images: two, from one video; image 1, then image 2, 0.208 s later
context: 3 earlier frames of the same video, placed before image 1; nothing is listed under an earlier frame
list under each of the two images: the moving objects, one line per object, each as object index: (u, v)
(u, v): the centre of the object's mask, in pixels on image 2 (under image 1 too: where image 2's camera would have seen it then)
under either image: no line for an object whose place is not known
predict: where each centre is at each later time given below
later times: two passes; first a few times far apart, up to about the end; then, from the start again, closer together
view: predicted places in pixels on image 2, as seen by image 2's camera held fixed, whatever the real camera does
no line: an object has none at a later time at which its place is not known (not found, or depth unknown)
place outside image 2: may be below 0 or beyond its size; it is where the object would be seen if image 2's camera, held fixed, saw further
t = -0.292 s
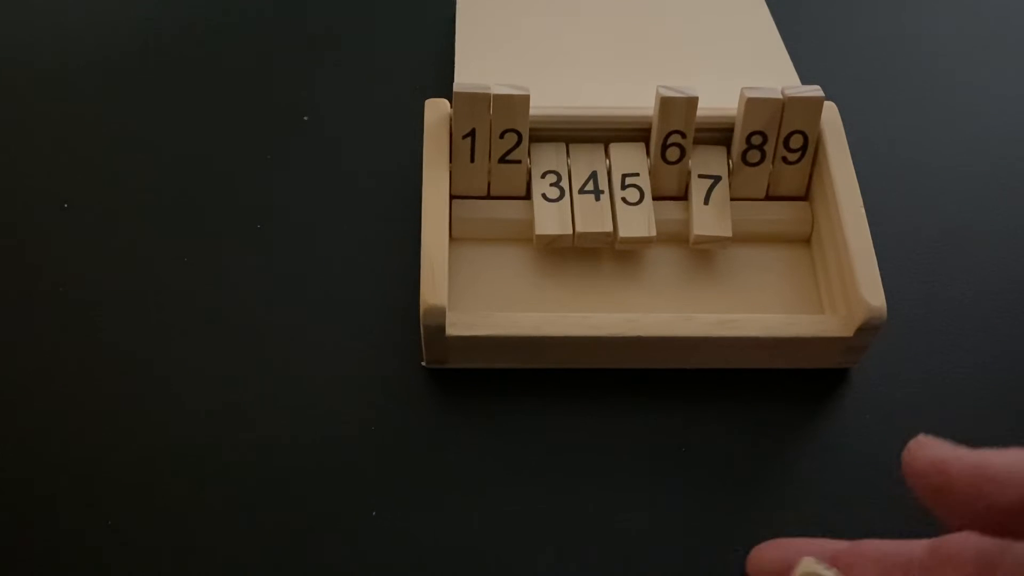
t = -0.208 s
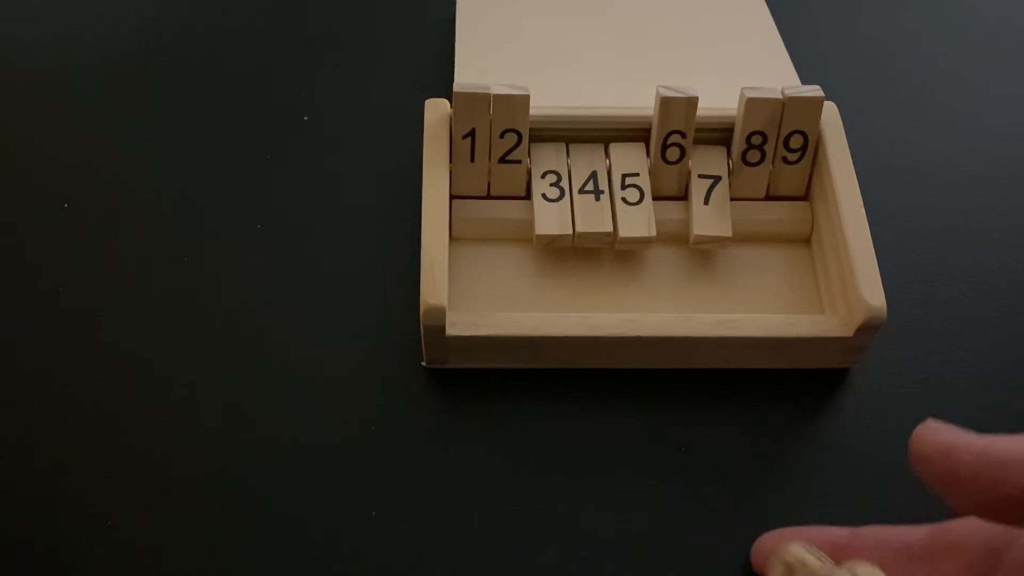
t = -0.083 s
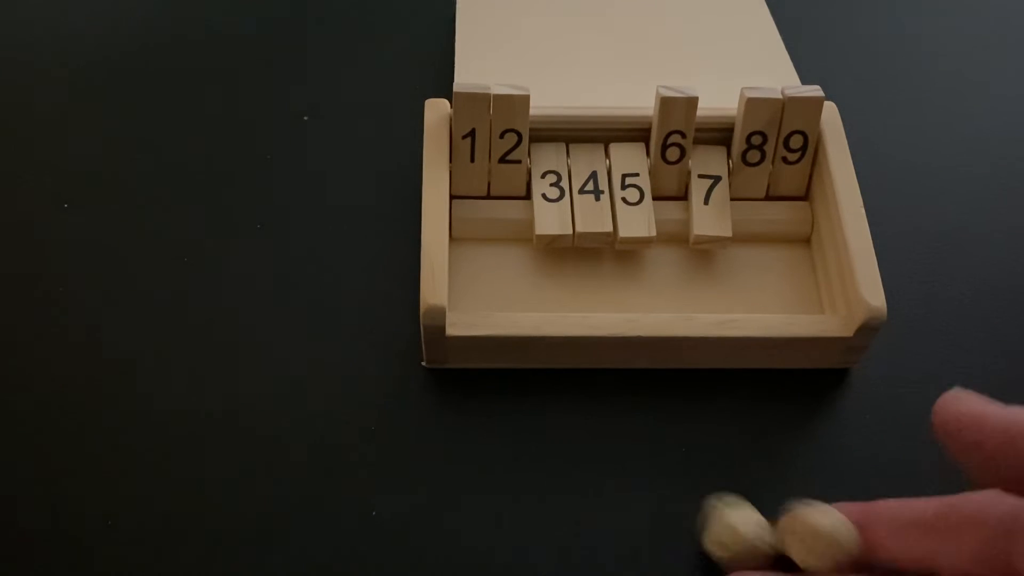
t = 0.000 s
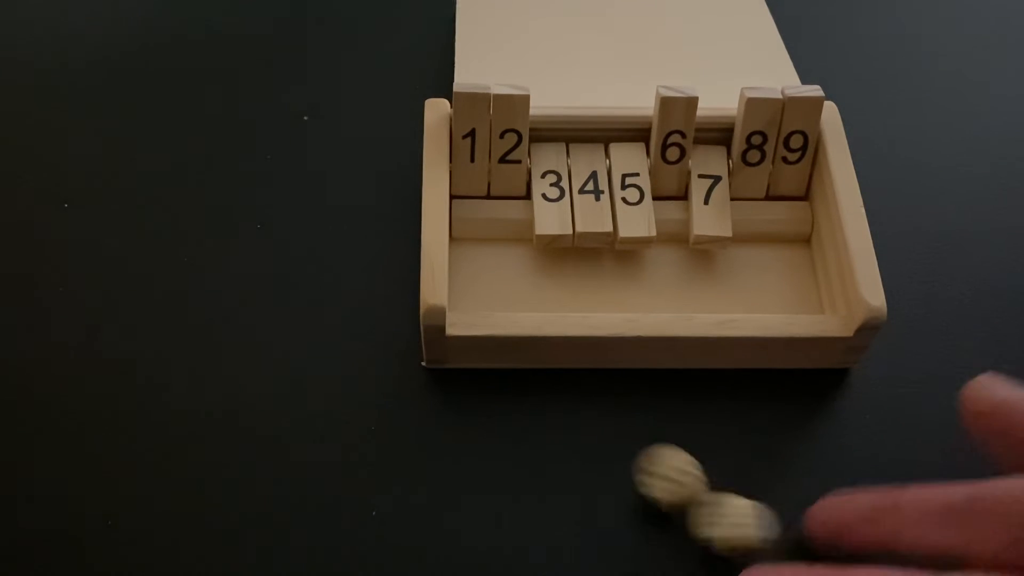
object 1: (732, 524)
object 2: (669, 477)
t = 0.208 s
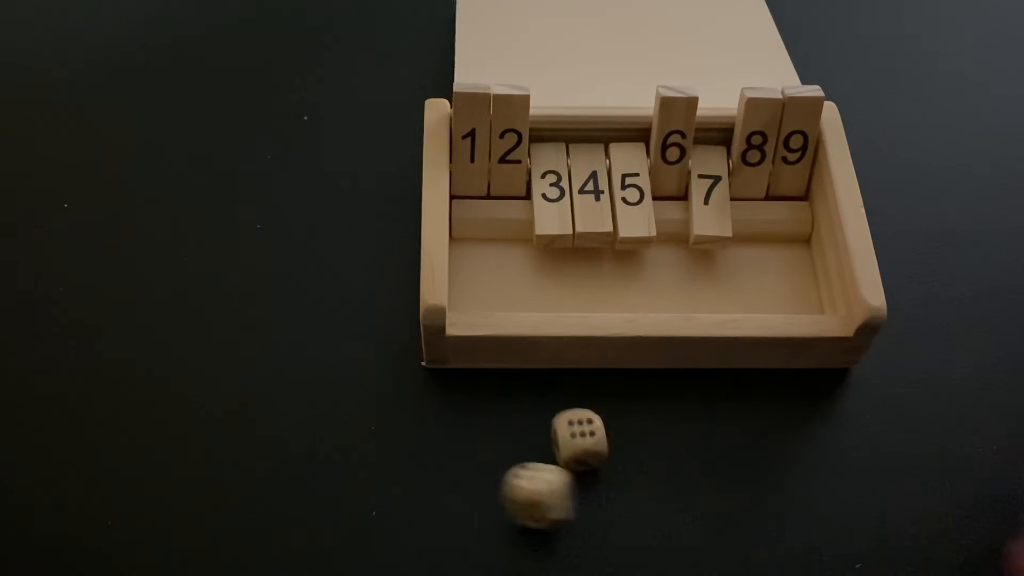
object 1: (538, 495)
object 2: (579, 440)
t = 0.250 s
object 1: (515, 492)
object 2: (578, 439)
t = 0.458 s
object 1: (466, 516)
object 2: (578, 440)
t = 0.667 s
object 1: (466, 516)
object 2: (578, 439)
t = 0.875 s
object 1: (466, 516)
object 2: (578, 439)
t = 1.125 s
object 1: (466, 516)
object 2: (578, 439)
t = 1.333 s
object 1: (466, 516)
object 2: (578, 439)
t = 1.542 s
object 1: (466, 516)
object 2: (578, 439)
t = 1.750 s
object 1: (467, 516)
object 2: (579, 439)
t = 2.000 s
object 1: (466, 516)
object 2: (579, 439)
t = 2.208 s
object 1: (466, 516)
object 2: (579, 439)
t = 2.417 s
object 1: (466, 516)
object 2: (579, 439)
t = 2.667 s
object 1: (466, 516)
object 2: (579, 439)
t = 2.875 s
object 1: (467, 516)
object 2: (579, 439)
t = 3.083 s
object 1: (466, 516)
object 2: (578, 439)
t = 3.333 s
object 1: (466, 516)
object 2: (578, 439)
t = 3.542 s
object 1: (466, 516)
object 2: (578, 439)
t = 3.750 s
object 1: (466, 516)
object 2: (578, 439)
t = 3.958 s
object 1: (466, 516)
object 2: (578, 439)
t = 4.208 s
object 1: (466, 516)
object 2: (578, 439)
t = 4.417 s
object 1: (466, 516)
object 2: (578, 439)
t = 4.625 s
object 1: (466, 516)
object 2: (578, 439)
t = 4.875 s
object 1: (466, 516)
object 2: (578, 439)
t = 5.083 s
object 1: (466, 516)
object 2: (578, 439)
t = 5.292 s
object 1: (466, 516)
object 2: (578, 439)
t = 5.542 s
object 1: (466, 516)
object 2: (578, 439)
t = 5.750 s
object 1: (466, 516)
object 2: (579, 439)
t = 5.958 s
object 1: (466, 516)
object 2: (578, 439)
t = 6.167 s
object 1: (466, 516)
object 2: (578, 439)
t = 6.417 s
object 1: (466, 516)
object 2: (578, 439)
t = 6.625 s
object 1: (466, 516)
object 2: (578, 439)
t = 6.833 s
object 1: (466, 516)
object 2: (578, 440)
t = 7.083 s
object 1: (466, 516)
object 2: (579, 439)
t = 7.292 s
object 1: (466, 516)
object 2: (579, 439)
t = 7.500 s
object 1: (466, 516)
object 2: (578, 439)
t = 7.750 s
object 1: (466, 516)
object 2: (579, 439)
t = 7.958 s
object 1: (466, 516)
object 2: (578, 439)
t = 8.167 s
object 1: (466, 516)
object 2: (579, 439)
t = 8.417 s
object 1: (466, 516)
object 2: (578, 439)
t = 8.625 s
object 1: (466, 516)
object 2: (578, 439)
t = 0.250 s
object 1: (515, 492)
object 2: (578, 439)
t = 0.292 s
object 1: (497, 494)
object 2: (578, 439)
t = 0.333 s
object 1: (482, 504)
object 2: (578, 440)
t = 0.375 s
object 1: (474, 512)
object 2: (579, 439)
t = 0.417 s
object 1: (467, 516)
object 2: (578, 439)
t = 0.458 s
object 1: (466, 516)
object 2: (578, 440)
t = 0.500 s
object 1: (466, 516)
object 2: (578, 439)
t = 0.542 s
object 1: (466, 516)
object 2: (578, 439)
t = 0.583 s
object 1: (466, 516)
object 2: (578, 439)
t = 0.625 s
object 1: (466, 516)
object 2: (579, 439)
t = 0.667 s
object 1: (466, 516)
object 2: (578, 439)
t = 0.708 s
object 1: (466, 516)
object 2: (578, 439)
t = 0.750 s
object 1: (466, 516)
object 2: (578, 439)
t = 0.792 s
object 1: (466, 516)
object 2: (578, 439)
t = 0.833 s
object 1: (466, 516)
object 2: (578, 439)
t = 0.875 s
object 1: (466, 516)
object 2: (578, 439)
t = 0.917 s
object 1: (466, 516)
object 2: (578, 439)
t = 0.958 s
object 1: (466, 516)
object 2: (579, 439)
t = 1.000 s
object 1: (466, 516)
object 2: (578, 439)
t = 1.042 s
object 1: (466, 516)
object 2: (578, 439)
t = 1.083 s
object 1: (466, 516)
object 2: (578, 439)
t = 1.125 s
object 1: (466, 516)
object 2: (578, 439)
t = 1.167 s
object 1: (466, 516)
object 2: (578, 439)
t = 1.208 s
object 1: (466, 516)
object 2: (578, 439)
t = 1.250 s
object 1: (466, 516)
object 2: (578, 439)
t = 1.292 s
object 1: (466, 516)
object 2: (578, 439)
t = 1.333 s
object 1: (466, 516)
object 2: (578, 439)
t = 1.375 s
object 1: (466, 516)
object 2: (578, 439)
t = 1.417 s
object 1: (467, 516)
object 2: (578, 439)
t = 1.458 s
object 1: (467, 516)
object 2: (578, 439)
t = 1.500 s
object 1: (466, 516)
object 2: (578, 439)
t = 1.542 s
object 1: (466, 516)
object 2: (578, 439)
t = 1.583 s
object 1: (466, 516)
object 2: (578, 439)
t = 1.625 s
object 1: (466, 516)
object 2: (579, 439)
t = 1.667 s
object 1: (466, 516)
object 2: (578, 439)
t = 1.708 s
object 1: (466, 516)
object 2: (578, 439)
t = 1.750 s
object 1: (467, 516)
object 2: (579, 439)
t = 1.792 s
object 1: (466, 516)
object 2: (578, 439)
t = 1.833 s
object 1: (466, 516)
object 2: (578, 439)
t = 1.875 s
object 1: (466, 516)
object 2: (578, 439)
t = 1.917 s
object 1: (466, 516)
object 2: (578, 439)
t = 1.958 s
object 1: (466, 516)
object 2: (578, 439)
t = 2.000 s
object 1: (466, 516)
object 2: (579, 439)
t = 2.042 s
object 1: (466, 516)
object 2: (579, 439)
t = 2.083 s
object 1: (466, 516)
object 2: (579, 439)
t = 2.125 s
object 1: (466, 516)
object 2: (578, 439)
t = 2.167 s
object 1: (466, 516)
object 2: (578, 439)
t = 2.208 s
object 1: (466, 516)
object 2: (579, 439)
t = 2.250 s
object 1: (466, 516)
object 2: (578, 439)
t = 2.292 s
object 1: (466, 516)
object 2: (578, 439)
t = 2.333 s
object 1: (466, 516)
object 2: (579, 439)
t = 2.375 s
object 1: (466, 516)
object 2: (579, 439)
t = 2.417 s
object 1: (466, 516)
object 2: (579, 439)
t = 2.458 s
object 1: (466, 516)
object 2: (578, 439)
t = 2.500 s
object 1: (466, 516)
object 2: (579, 439)
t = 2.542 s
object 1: (466, 516)
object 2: (579, 439)
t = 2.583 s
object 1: (466, 516)
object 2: (578, 439)
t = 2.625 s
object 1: (466, 516)
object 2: (578, 439)
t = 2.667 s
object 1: (466, 516)
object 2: (579, 439)
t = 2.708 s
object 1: (466, 516)
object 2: (579, 439)
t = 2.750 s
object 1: (466, 516)
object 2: (579, 439)
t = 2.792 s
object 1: (466, 516)
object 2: (578, 439)
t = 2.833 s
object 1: (466, 516)
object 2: (578, 439)
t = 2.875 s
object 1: (467, 516)
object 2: (579, 439)
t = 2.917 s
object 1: (466, 516)
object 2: (578, 439)
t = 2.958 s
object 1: (466, 516)
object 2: (578, 439)
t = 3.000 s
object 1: (466, 516)
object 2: (578, 439)
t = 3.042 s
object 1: (466, 516)
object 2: (578, 439)
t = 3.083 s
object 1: (466, 516)
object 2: (578, 439)
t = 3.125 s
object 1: (466, 516)
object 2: (578, 439)
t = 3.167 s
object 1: (467, 516)
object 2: (579, 439)
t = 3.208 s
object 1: (466, 516)
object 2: (578, 439)
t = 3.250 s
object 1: (466, 516)
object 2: (578, 439)
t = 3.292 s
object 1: (466, 516)
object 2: (578, 439)
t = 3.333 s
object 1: (466, 516)
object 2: (578, 439)
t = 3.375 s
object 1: (466, 516)
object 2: (578, 439)
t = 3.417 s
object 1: (466, 516)
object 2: (578, 439)
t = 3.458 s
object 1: (466, 516)
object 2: (579, 439)
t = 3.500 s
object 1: (466, 516)
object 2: (578, 439)
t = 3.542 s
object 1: (466, 516)
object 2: (578, 439)
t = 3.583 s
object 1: (466, 516)
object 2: (578, 439)
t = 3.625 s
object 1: (466, 516)
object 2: (579, 439)
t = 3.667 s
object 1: (466, 516)
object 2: (578, 439)
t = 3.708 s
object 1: (466, 516)
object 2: (578, 439)
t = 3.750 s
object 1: (466, 516)
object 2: (578, 439)
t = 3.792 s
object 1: (466, 516)
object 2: (578, 439)
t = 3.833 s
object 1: (466, 516)
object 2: (578, 439)
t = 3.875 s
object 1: (466, 516)
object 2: (578, 439)
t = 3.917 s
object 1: (466, 516)
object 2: (578, 439)
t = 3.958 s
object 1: (466, 516)
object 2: (578, 439)
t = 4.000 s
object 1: (466, 516)
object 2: (578, 439)
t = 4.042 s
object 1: (466, 516)
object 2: (578, 439)
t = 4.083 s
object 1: (466, 516)
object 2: (578, 439)
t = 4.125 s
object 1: (466, 516)
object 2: (578, 439)
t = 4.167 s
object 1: (466, 516)
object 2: (578, 439)
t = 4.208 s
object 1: (466, 516)
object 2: (578, 439)
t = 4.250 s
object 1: (466, 516)
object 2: (578, 439)
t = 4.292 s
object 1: (466, 516)
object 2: (578, 439)
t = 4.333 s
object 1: (466, 516)
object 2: (578, 439)
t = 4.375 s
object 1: (466, 516)
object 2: (578, 439)
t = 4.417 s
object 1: (466, 516)
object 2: (578, 439)
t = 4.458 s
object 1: (466, 516)
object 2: (578, 439)
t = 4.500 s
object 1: (466, 516)
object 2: (578, 439)
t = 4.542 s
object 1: (466, 516)
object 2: (578, 439)
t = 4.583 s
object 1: (466, 516)
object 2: (578, 439)
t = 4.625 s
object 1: (466, 516)
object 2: (578, 439)
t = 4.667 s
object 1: (466, 516)
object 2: (578, 439)
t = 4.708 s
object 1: (466, 516)
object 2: (578, 439)
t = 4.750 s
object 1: (466, 516)
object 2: (578, 439)
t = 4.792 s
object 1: (466, 516)
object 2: (578, 439)
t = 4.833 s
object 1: (466, 516)
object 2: (579, 439)
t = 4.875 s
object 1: (466, 516)
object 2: (578, 439)
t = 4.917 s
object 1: (466, 516)
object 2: (578, 439)
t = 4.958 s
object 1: (466, 516)
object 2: (579, 439)
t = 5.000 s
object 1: (466, 516)
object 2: (579, 439)
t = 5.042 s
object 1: (466, 516)
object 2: (578, 439)
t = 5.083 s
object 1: (466, 516)
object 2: (578, 439)
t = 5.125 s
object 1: (466, 516)
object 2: (578, 439)
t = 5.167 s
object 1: (467, 516)
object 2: (579, 439)
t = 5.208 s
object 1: (466, 516)
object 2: (578, 439)
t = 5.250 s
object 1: (466, 516)
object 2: (578, 439)
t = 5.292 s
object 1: (466, 516)
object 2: (578, 439)
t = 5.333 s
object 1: (466, 516)
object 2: (578, 439)
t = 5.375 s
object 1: (467, 516)
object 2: (579, 439)
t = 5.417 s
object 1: (466, 516)
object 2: (579, 439)
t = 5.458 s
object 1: (466, 516)
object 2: (578, 439)
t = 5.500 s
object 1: (466, 516)
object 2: (579, 439)
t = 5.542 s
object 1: (466, 516)
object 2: (578, 439)
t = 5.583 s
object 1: (466, 516)
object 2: (578, 439)
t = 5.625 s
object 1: (466, 516)
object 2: (578, 439)
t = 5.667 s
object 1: (466, 516)
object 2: (578, 439)
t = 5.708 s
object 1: (466, 516)
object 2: (578, 439)
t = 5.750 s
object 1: (466, 516)
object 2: (579, 439)
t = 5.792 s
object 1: (466, 516)
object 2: (579, 439)
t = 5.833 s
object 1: (467, 516)
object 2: (579, 439)
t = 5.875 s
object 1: (466, 516)
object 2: (578, 439)
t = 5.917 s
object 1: (466, 516)
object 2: (579, 439)
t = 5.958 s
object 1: (466, 516)
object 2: (578, 439)
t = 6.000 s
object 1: (467, 516)
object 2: (579, 439)
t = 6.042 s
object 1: (466, 516)
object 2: (578, 439)
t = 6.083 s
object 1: (466, 516)
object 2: (578, 439)
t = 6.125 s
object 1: (466, 516)
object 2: (578, 439)
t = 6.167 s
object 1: (466, 516)
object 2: (578, 439)
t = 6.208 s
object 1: (466, 516)
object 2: (579, 439)
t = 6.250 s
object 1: (466, 516)
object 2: (579, 440)
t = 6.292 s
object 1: (466, 516)
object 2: (579, 439)
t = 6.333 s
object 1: (466, 516)
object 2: (578, 439)
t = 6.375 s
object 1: (466, 516)
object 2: (579, 439)
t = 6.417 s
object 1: (466, 516)
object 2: (578, 439)
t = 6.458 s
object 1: (466, 516)
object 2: (578, 439)
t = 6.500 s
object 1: (466, 516)
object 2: (578, 439)
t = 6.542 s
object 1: (466, 516)
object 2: (578, 440)
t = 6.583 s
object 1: (466, 516)
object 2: (578, 439)
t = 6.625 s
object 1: (466, 516)
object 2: (578, 439)
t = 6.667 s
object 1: (466, 516)
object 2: (578, 439)
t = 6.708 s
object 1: (466, 516)
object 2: (578, 439)
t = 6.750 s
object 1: (466, 516)
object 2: (578, 439)
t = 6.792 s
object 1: (466, 516)
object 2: (578, 439)
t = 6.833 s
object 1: (466, 516)
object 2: (578, 440)
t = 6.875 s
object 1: (466, 516)
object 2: (578, 439)
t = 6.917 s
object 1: (466, 516)
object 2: (578, 439)
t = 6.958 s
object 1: (466, 516)
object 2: (578, 439)
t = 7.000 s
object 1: (466, 516)
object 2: (579, 439)
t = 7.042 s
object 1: (466, 516)
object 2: (579, 440)
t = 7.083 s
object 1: (466, 516)
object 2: (579, 439)
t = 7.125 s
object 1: (466, 516)
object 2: (578, 439)
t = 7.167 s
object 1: (466, 516)
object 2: (578, 439)
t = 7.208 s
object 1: (466, 516)
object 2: (578, 439)
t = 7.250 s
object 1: (466, 516)
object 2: (578, 439)
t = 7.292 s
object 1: (466, 516)
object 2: (579, 439)
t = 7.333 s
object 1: (466, 516)
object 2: (578, 439)
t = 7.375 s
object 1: (466, 516)
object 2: (578, 439)
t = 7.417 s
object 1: (466, 516)
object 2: (578, 439)
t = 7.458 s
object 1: (466, 516)
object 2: (578, 439)
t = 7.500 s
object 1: (466, 516)
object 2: (578, 439)
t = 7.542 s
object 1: (466, 516)
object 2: (578, 439)
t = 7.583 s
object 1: (466, 516)
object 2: (578, 439)
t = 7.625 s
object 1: (466, 516)
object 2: (578, 439)
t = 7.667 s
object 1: (466, 516)
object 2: (578, 439)
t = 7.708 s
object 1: (466, 516)
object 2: (578, 439)
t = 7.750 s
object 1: (466, 516)
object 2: (579, 439)
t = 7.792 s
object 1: (466, 516)
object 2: (578, 439)
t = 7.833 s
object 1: (466, 516)
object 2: (578, 439)
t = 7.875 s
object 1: (467, 516)
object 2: (578, 439)
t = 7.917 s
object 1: (467, 516)
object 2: (579, 439)
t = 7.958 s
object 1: (466, 516)
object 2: (578, 439)
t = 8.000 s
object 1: (466, 516)
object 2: (578, 439)
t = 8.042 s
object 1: (466, 516)
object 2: (579, 439)
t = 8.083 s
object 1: (466, 516)
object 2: (579, 439)
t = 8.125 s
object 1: (466, 516)
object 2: (578, 439)
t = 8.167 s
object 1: (466, 516)
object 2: (579, 439)
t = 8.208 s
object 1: (466, 516)
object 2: (578, 439)
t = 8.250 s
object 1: (466, 516)
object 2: (578, 439)
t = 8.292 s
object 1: (466, 516)
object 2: (578, 439)
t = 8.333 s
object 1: (466, 516)
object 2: (578, 439)
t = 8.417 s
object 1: (466, 516)
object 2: (578, 439)
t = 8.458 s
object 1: (466, 516)
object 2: (578, 439)
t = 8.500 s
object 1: (466, 516)
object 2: (578, 439)
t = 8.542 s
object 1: (466, 516)
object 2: (578, 440)
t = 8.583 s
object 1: (466, 516)
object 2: (578, 440)
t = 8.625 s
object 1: (466, 516)
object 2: (578, 439)
